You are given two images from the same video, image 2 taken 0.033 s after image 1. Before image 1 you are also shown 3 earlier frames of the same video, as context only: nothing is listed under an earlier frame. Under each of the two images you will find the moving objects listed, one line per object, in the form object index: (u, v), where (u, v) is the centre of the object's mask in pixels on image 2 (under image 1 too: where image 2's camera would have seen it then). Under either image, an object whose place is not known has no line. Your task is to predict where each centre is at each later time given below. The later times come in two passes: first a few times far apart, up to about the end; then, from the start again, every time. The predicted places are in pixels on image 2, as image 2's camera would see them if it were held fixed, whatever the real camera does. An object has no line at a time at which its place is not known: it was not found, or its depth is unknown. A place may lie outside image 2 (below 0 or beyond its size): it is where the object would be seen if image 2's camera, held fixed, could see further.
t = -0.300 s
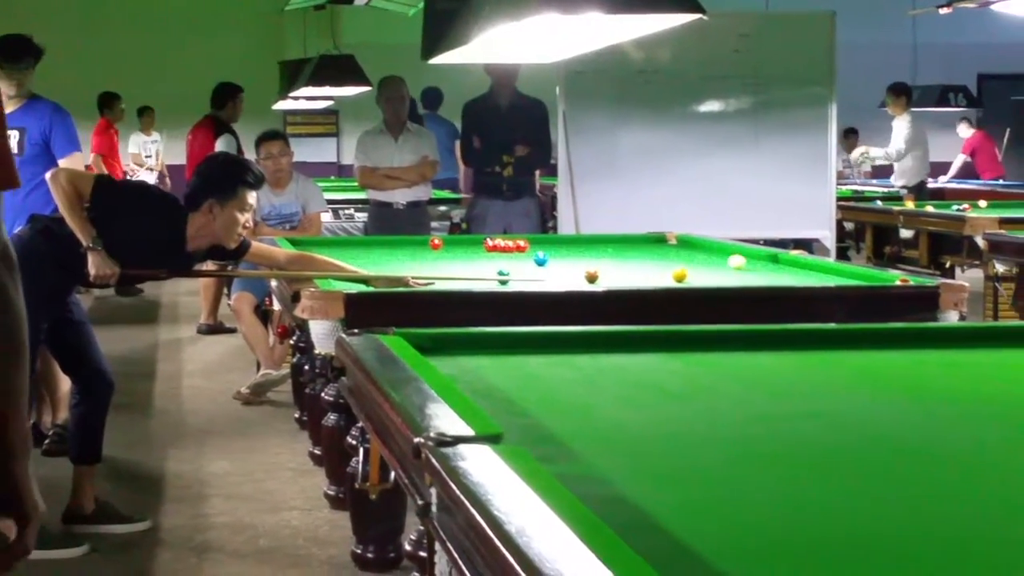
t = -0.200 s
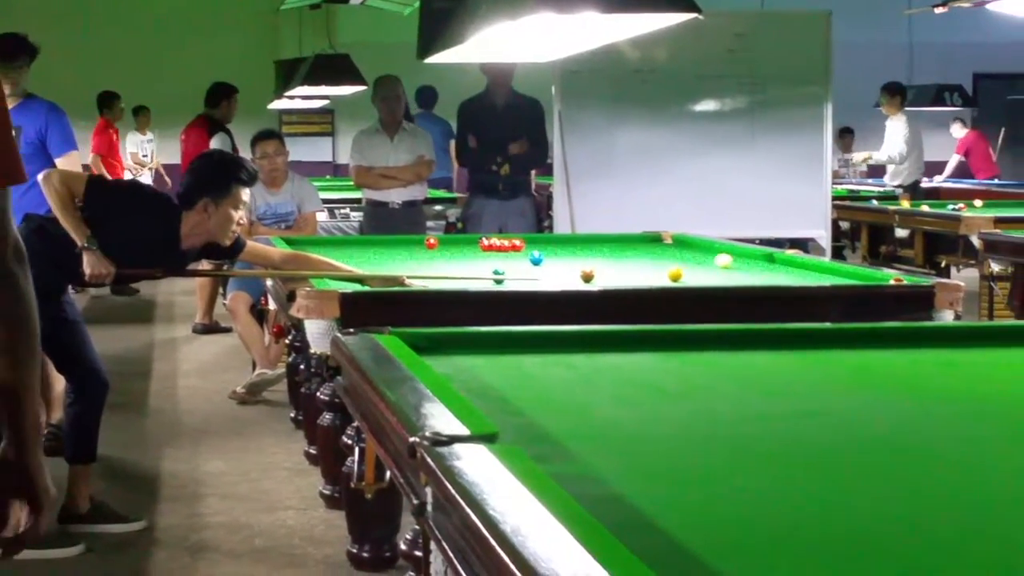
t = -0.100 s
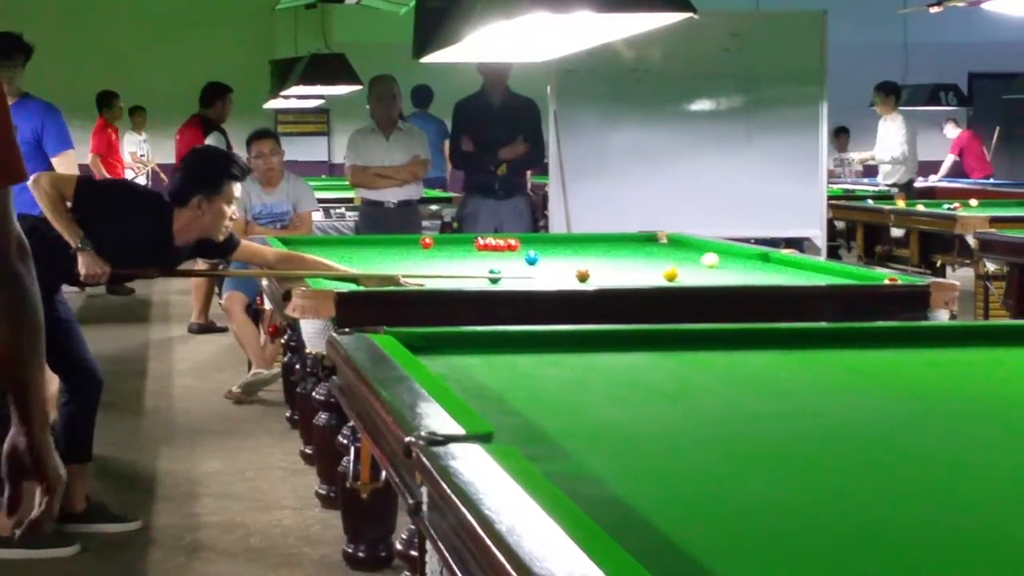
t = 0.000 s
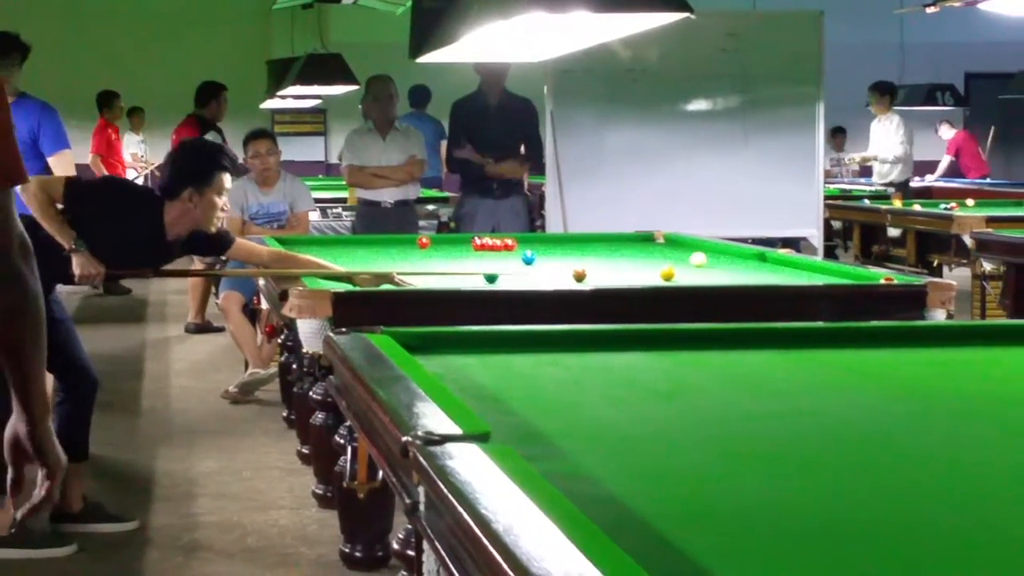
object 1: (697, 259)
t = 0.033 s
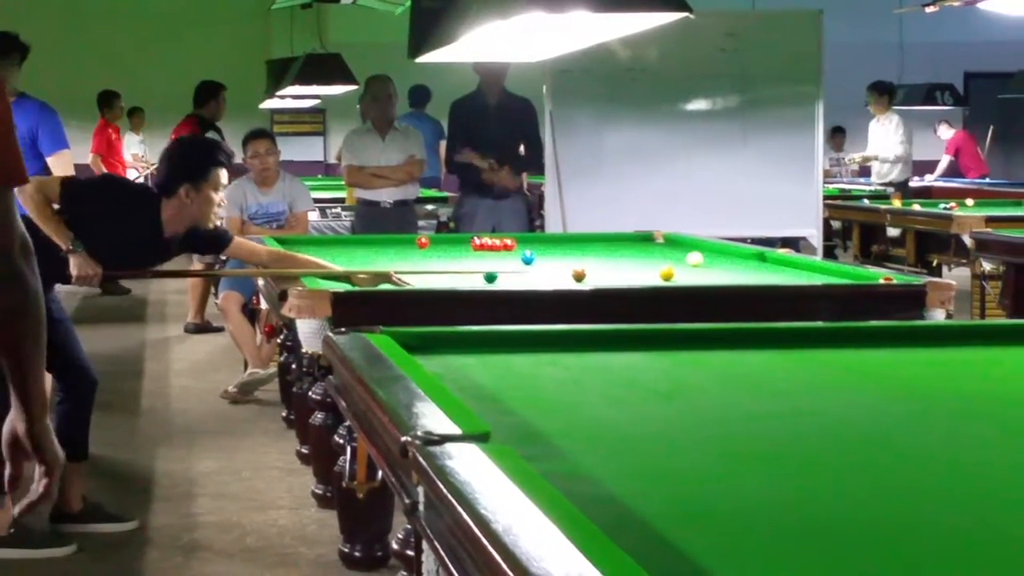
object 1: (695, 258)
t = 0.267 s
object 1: (676, 258)
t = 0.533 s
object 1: (656, 257)
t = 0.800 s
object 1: (637, 256)
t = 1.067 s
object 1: (620, 256)
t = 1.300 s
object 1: (605, 255)
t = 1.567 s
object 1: (591, 255)
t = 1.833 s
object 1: (577, 255)
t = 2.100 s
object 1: (566, 254)
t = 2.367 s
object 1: (554, 254)
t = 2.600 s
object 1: (546, 254)
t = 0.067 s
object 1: (692, 258)
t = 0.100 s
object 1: (689, 259)
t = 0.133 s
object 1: (687, 258)
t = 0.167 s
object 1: (683, 258)
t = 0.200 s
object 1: (681, 258)
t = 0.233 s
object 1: (678, 258)
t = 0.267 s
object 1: (676, 258)
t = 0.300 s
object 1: (674, 258)
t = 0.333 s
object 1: (671, 258)
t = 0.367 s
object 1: (668, 257)
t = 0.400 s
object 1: (666, 258)
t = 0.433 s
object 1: (663, 257)
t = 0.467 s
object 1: (660, 257)
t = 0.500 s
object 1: (658, 257)
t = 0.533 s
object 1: (656, 257)
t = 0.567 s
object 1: (653, 257)
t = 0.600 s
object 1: (651, 257)
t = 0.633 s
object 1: (648, 257)
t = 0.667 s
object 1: (646, 257)
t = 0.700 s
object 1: (644, 257)
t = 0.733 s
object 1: (641, 257)
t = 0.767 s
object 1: (639, 256)
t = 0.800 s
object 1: (637, 256)
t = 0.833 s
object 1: (635, 256)
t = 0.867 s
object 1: (633, 256)
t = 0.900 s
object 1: (630, 256)
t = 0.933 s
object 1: (628, 256)
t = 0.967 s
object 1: (626, 256)
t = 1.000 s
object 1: (624, 256)
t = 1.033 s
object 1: (622, 256)
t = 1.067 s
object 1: (620, 256)
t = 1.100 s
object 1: (617, 256)
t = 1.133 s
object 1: (615, 256)
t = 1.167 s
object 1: (614, 256)
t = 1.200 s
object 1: (611, 256)
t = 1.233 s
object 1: (610, 255)
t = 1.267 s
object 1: (608, 255)
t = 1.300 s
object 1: (605, 255)
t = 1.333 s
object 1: (604, 255)
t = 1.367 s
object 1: (601, 255)
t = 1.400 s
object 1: (600, 255)
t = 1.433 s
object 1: (598, 256)
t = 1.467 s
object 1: (596, 256)
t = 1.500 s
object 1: (594, 256)
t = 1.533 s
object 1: (593, 256)
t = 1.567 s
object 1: (591, 255)
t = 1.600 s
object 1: (589, 255)
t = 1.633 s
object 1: (587, 255)
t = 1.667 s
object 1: (586, 255)
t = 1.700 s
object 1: (584, 255)
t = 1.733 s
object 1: (582, 255)
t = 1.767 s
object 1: (581, 255)
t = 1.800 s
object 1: (579, 255)
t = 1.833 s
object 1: (577, 255)
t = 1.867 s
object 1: (576, 255)
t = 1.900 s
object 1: (574, 255)
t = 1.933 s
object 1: (573, 255)
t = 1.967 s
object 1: (571, 254)
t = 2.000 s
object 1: (569, 255)
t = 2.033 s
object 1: (568, 255)
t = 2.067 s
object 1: (567, 255)
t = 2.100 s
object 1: (566, 254)
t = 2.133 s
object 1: (564, 254)
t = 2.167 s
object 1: (563, 255)
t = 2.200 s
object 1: (561, 254)
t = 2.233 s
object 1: (561, 254)
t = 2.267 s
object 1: (558, 254)
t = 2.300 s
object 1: (557, 254)
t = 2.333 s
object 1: (555, 254)
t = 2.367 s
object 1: (554, 254)
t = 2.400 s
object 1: (553, 254)
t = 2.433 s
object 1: (551, 254)
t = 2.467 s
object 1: (550, 254)
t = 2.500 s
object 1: (549, 254)
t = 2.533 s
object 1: (547, 254)
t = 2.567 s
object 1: (546, 254)
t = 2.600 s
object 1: (546, 254)
